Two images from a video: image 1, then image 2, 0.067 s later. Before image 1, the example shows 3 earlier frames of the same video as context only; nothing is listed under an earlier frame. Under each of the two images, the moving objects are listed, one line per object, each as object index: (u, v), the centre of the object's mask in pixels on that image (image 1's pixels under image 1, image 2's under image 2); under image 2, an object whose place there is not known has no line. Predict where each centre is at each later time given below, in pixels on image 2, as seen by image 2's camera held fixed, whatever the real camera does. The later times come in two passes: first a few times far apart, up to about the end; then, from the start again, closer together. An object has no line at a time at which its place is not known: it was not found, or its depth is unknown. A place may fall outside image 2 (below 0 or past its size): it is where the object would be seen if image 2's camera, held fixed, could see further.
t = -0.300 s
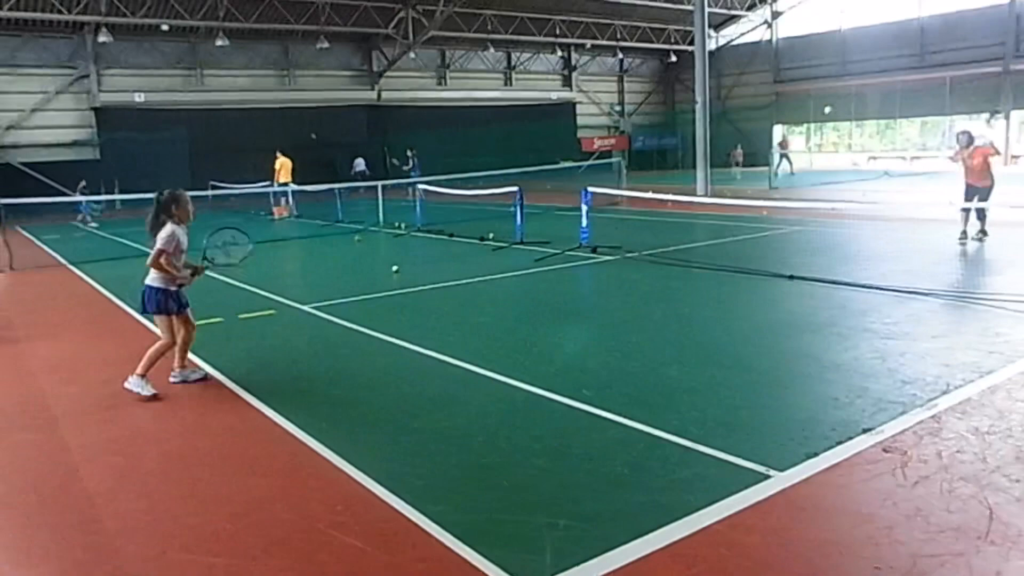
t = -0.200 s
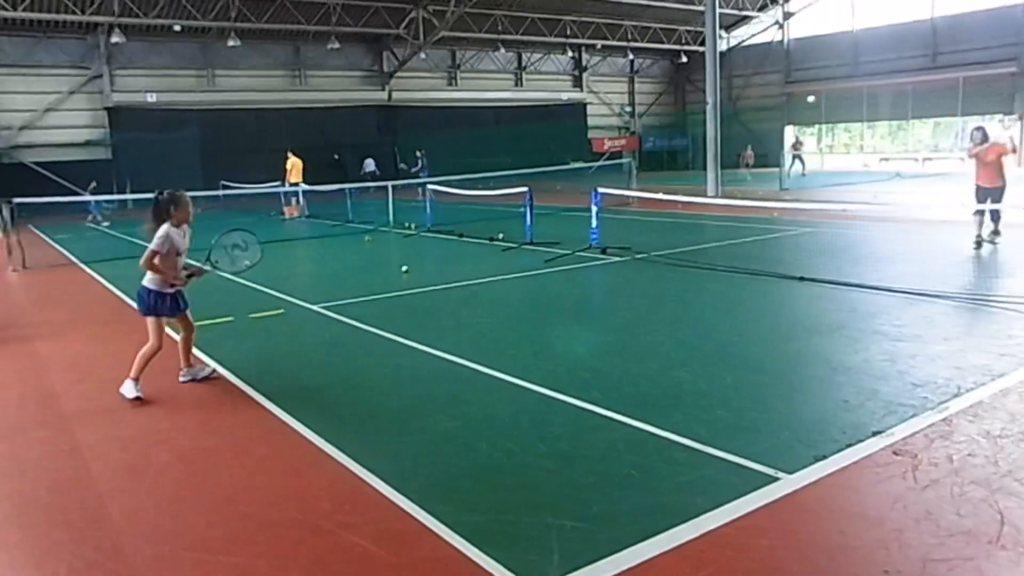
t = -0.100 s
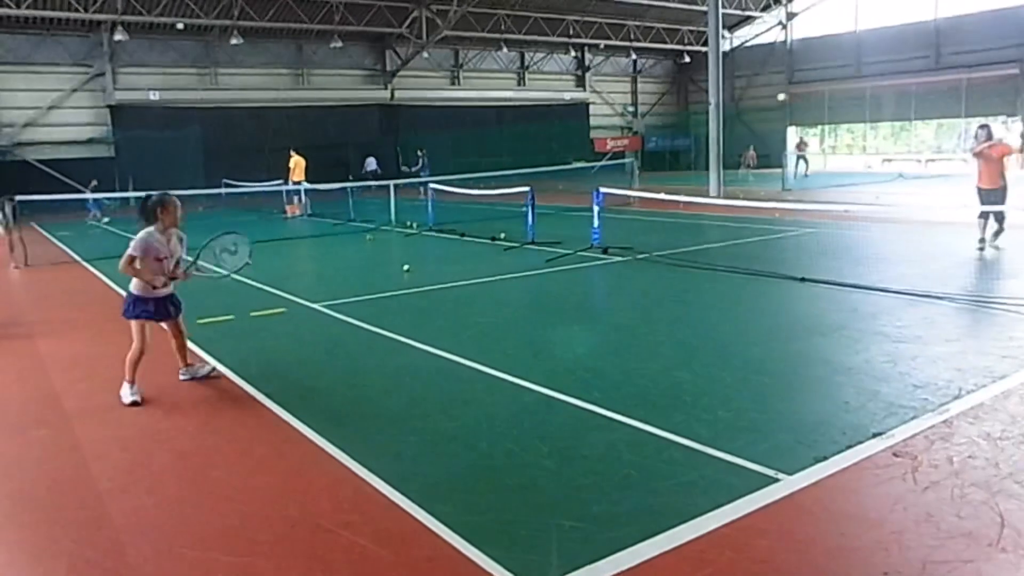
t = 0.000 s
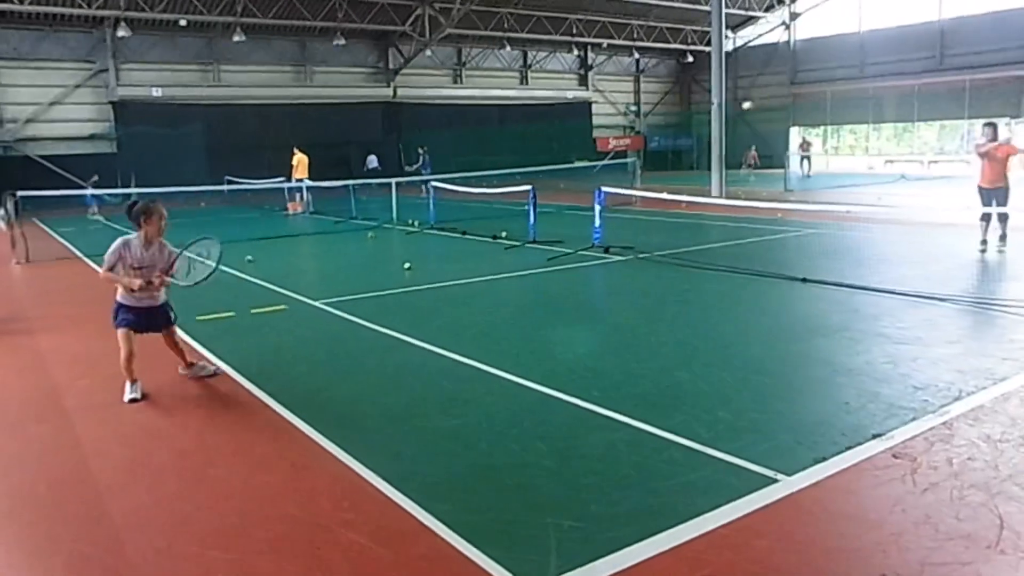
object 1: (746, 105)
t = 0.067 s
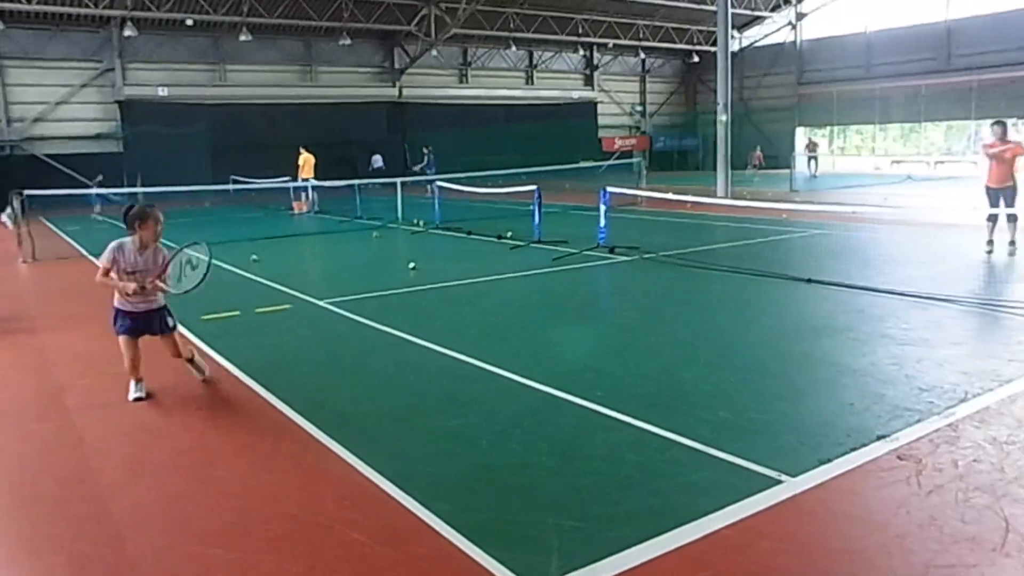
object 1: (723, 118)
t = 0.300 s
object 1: (596, 234)
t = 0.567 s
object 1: (422, 379)
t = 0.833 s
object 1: (297, 313)
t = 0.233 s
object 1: (636, 190)
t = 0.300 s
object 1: (596, 234)
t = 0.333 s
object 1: (571, 262)
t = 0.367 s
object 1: (549, 291)
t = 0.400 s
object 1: (524, 325)
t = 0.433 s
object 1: (499, 362)
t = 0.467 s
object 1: (471, 404)
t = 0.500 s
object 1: (450, 415)
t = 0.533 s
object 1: (436, 397)
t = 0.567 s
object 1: (422, 379)
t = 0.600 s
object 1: (407, 364)
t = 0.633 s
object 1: (394, 350)
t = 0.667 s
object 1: (377, 339)
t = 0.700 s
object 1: (363, 330)
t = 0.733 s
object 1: (346, 322)
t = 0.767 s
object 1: (330, 317)
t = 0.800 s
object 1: (314, 313)
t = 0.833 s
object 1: (297, 313)
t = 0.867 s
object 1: (279, 314)
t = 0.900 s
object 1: (262, 318)
